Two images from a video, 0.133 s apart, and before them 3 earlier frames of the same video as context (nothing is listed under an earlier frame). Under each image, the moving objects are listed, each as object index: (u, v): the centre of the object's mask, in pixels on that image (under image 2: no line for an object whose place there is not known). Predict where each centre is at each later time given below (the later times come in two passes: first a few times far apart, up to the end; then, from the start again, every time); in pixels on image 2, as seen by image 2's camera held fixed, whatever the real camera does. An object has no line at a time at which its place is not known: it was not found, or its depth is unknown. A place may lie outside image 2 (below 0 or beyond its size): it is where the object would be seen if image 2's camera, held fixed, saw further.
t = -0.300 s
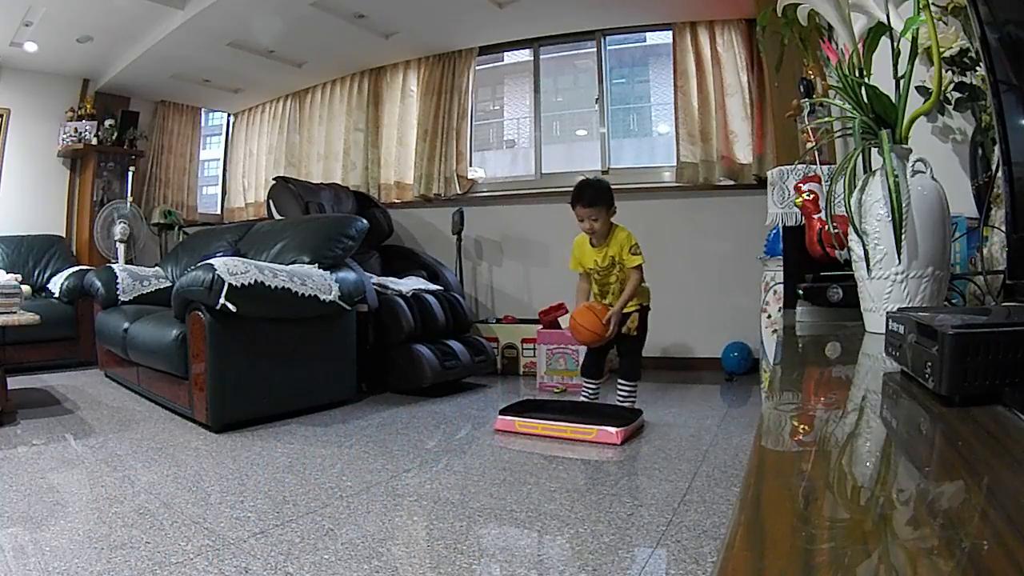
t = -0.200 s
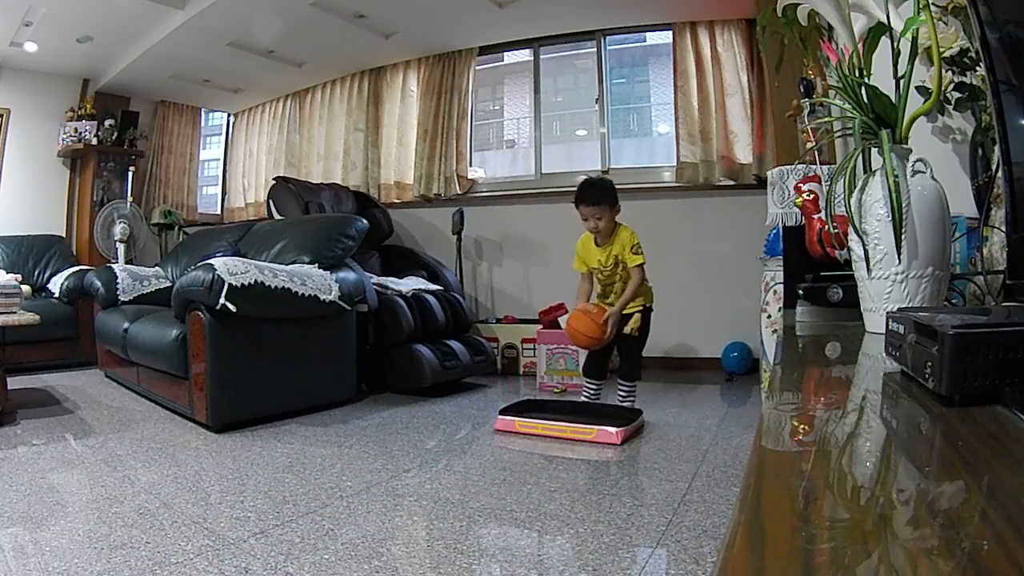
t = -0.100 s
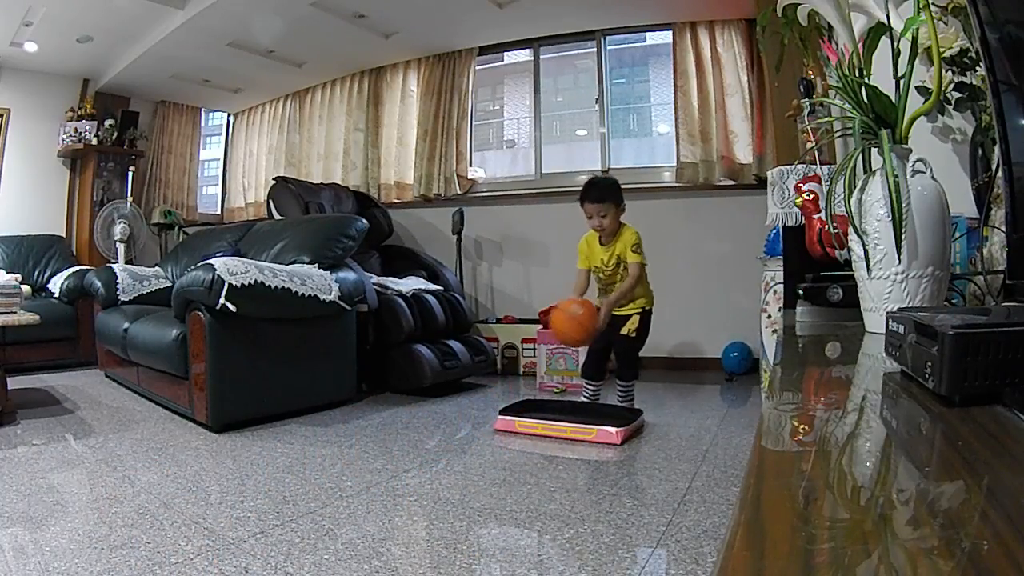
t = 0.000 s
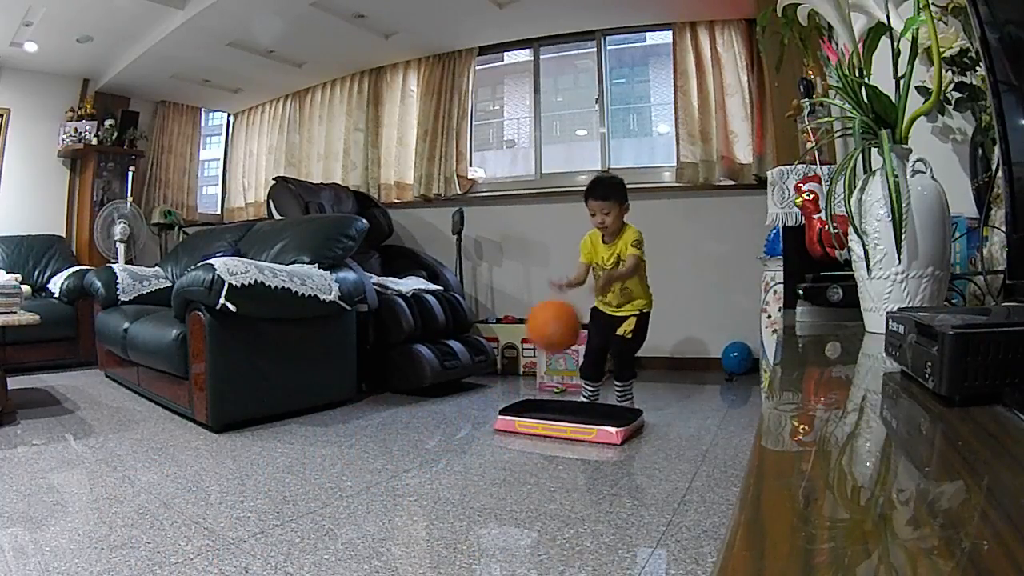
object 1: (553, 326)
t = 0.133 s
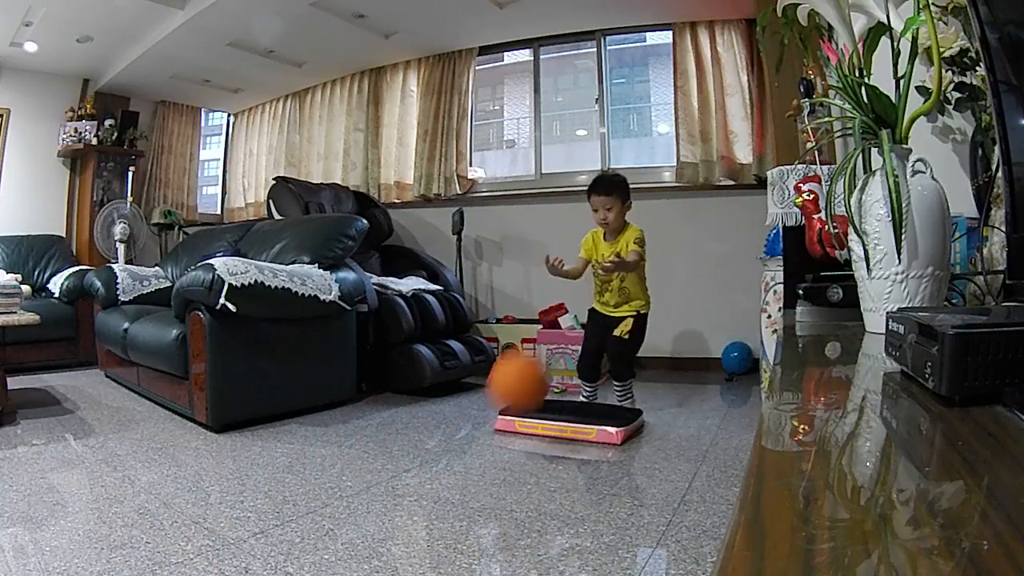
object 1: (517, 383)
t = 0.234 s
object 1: (489, 451)
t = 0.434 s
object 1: (440, 387)
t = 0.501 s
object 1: (422, 395)
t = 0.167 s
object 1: (507, 404)
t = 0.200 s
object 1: (498, 437)
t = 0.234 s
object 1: (489, 451)
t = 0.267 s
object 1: (481, 432)
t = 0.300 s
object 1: (473, 414)
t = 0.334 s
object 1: (465, 402)
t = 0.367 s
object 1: (457, 393)
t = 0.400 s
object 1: (449, 388)
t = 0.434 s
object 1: (440, 387)
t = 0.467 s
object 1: (431, 389)
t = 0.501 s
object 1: (422, 395)
